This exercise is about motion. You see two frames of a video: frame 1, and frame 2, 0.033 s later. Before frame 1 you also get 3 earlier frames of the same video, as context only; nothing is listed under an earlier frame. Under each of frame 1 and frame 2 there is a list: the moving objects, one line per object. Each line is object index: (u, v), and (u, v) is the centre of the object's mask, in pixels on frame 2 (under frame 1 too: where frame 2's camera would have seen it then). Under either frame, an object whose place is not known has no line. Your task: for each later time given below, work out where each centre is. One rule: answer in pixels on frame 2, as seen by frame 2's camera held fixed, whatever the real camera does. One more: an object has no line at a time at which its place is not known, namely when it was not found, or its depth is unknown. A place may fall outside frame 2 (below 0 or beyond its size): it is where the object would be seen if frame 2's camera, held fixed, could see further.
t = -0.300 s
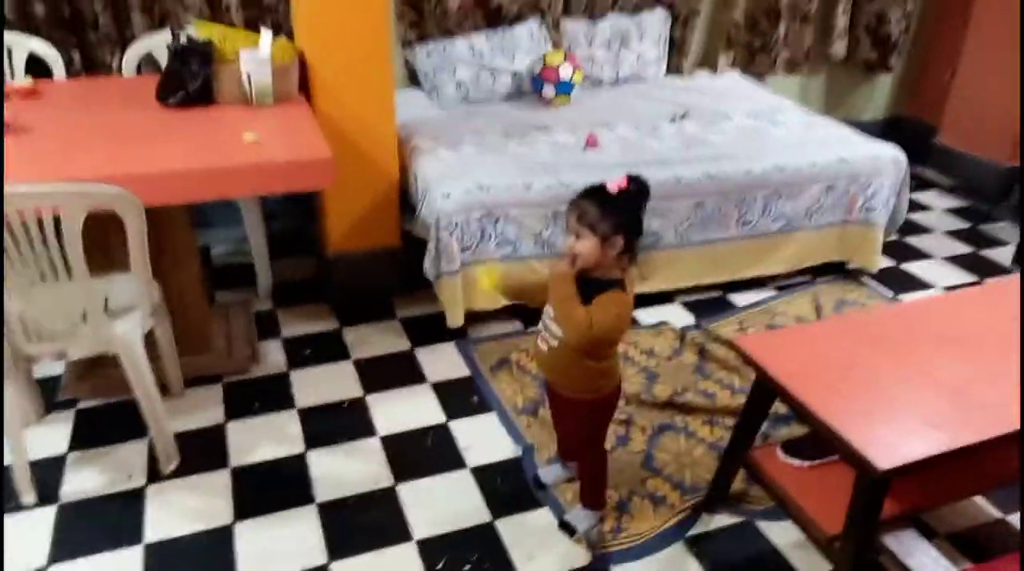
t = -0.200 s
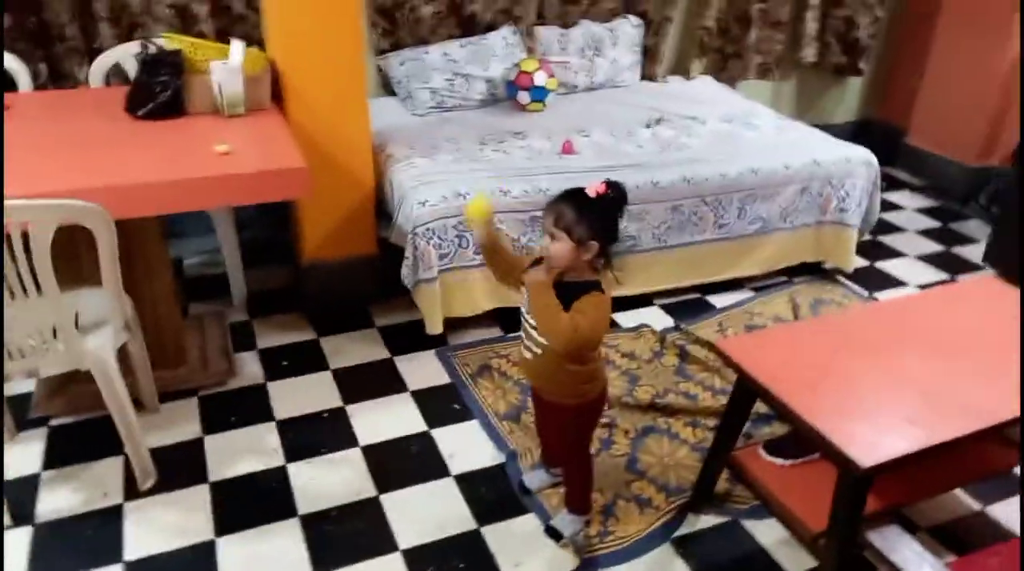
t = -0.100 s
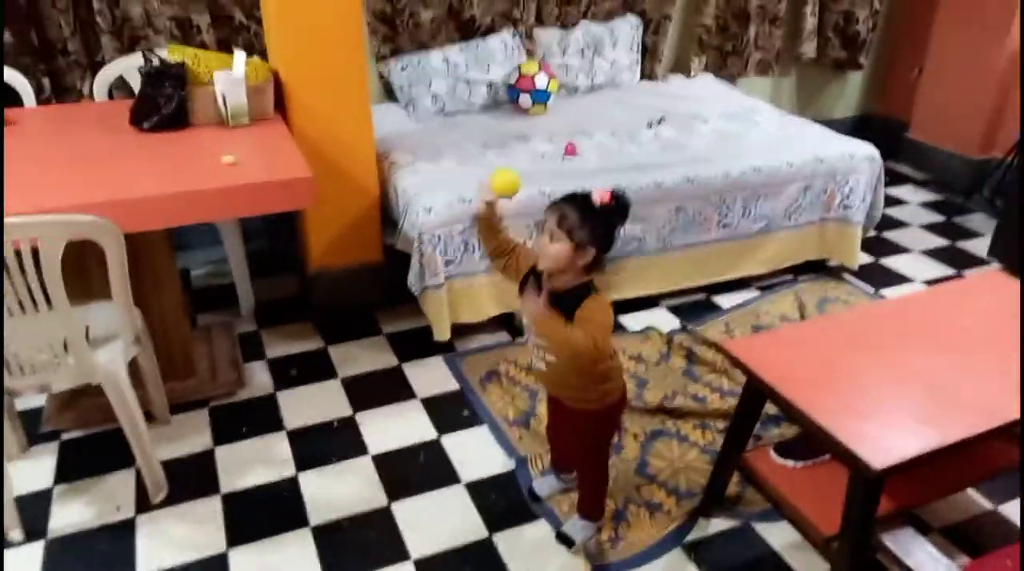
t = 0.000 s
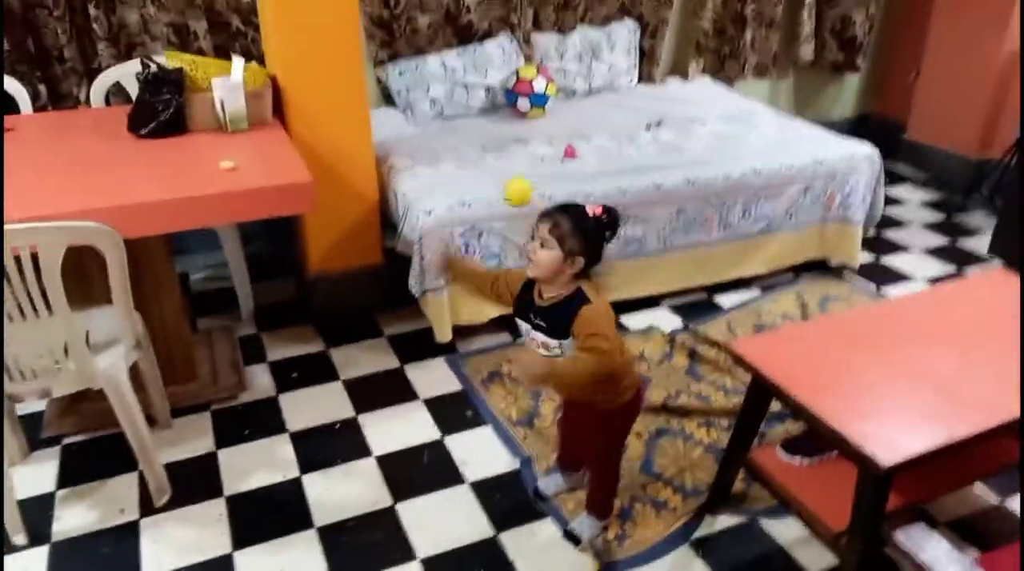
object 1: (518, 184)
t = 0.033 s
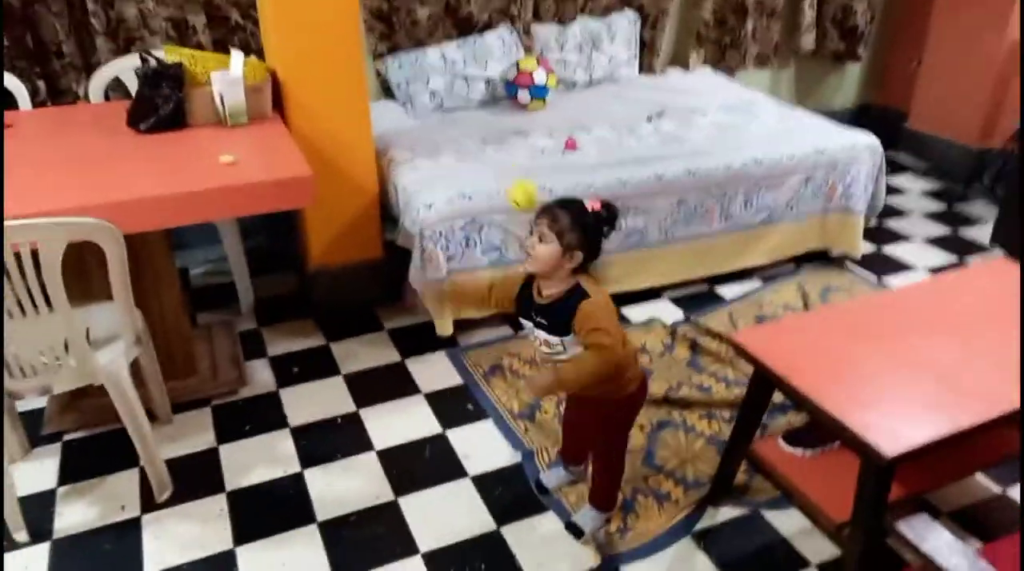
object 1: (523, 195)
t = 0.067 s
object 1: (527, 210)
